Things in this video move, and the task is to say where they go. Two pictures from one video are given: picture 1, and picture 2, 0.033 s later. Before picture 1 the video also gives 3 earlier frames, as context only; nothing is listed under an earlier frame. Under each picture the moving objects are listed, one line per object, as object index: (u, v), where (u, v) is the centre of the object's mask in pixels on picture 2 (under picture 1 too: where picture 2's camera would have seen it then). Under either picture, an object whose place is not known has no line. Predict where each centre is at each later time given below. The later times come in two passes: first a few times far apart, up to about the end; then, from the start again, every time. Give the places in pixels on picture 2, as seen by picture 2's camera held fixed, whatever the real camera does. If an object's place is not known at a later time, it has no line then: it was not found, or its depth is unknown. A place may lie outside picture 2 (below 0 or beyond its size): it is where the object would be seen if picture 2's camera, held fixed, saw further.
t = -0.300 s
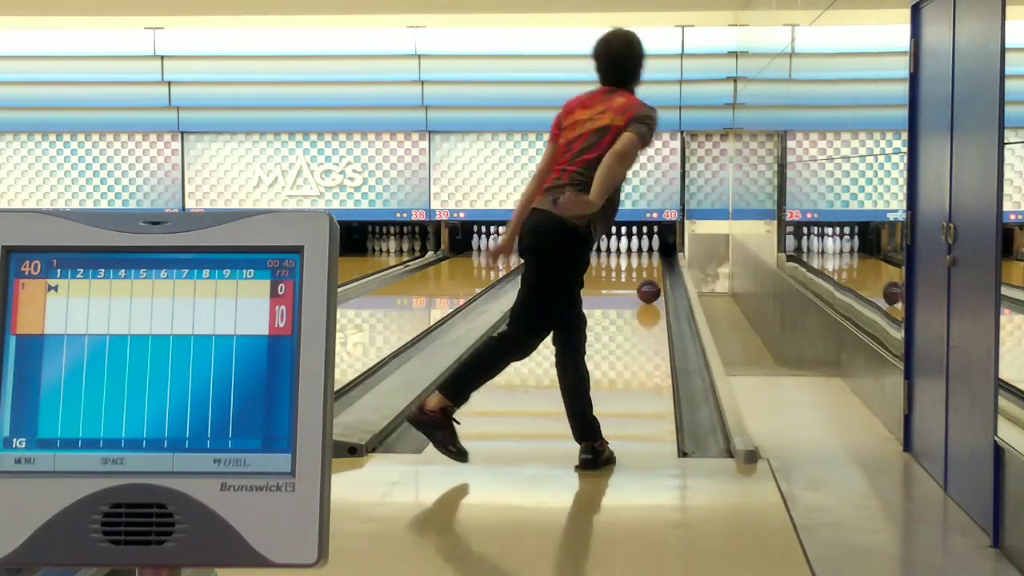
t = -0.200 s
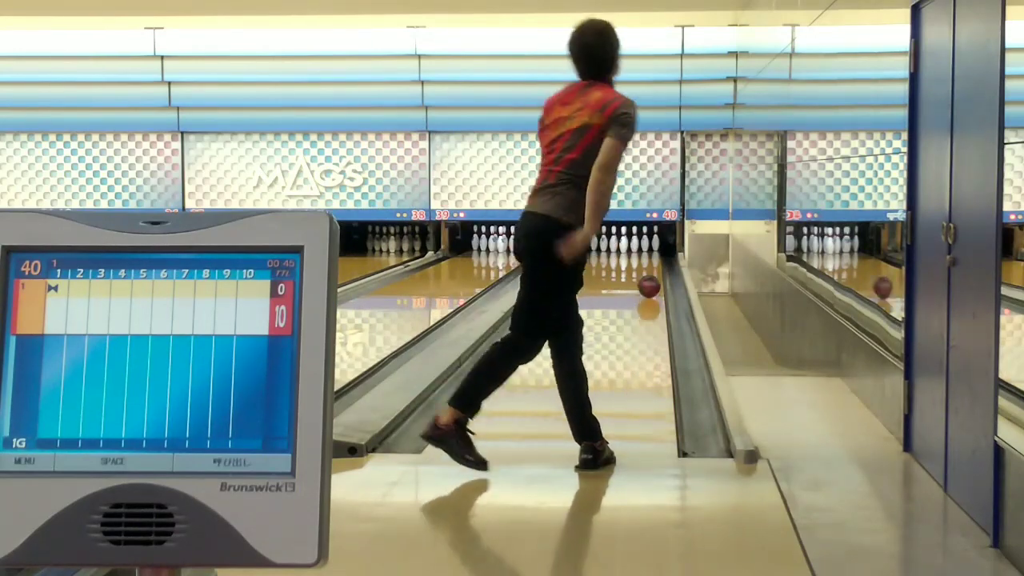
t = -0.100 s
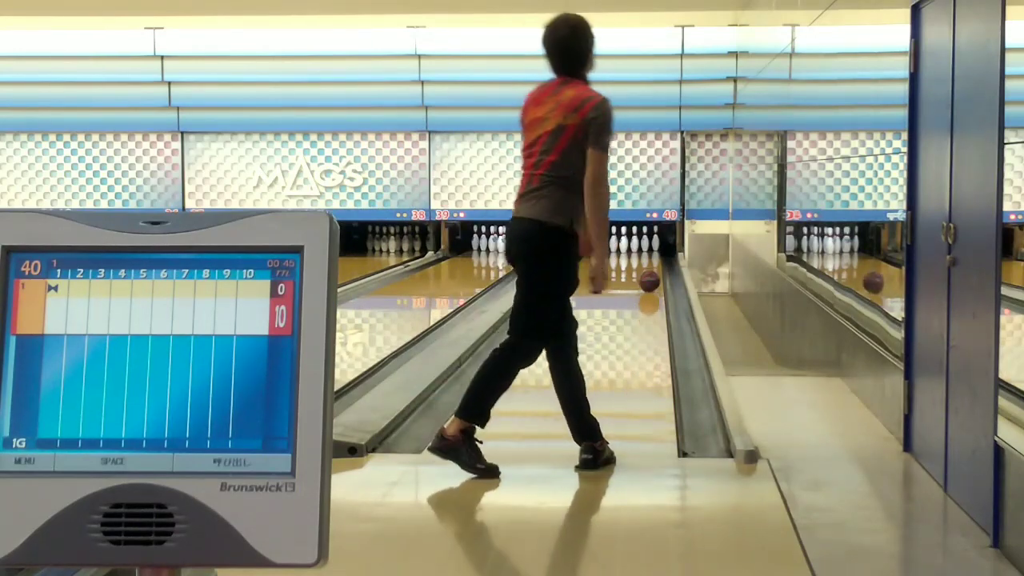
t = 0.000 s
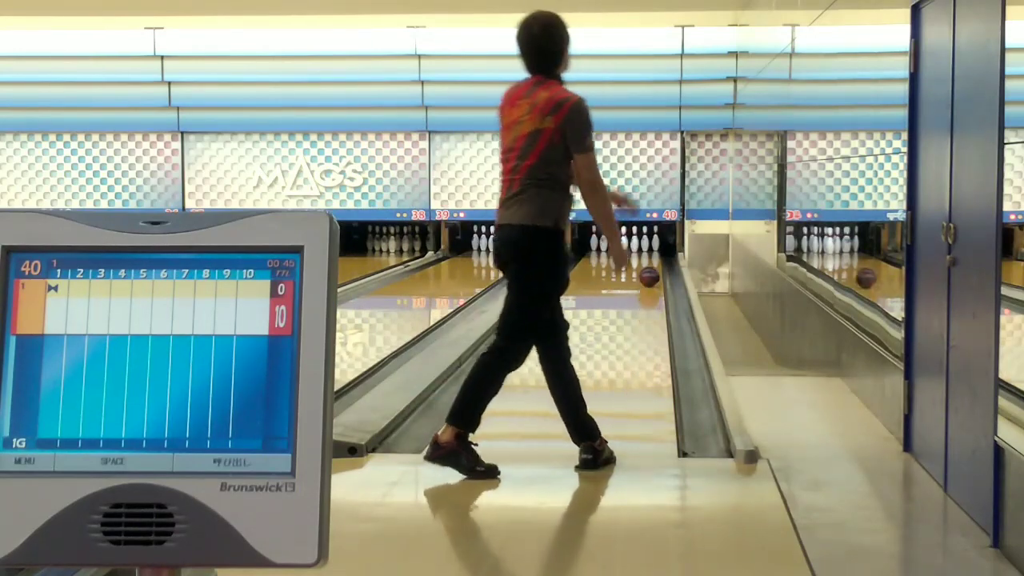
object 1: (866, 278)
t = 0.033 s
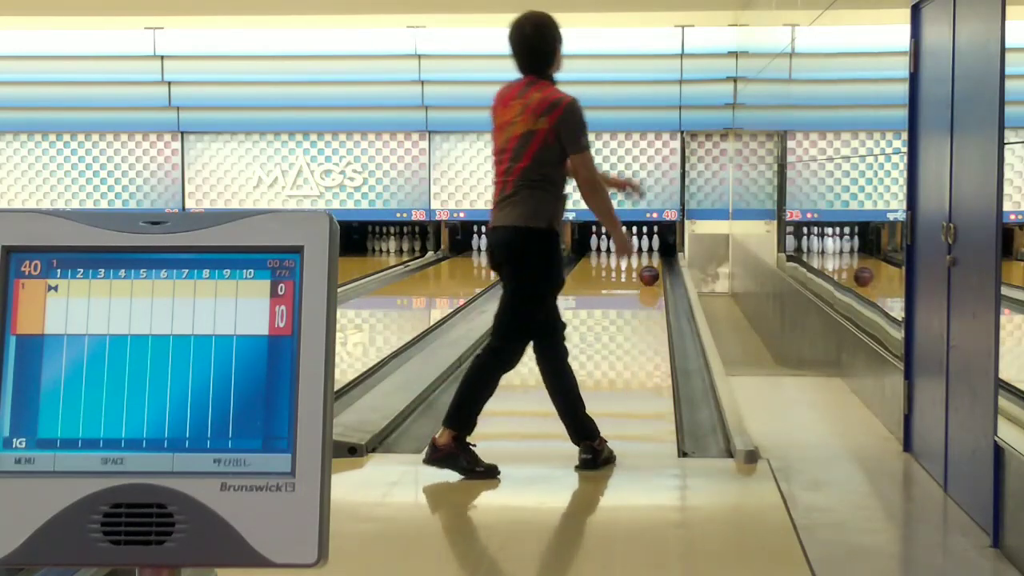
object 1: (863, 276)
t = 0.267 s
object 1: (848, 268)
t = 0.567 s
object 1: (835, 259)
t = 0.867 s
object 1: (830, 252)
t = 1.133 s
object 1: (829, 248)
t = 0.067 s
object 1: (861, 275)
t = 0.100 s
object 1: (858, 274)
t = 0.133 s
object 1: (856, 273)
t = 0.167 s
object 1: (853, 271)
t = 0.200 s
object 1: (851, 270)
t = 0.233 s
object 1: (850, 269)
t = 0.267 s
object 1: (848, 268)
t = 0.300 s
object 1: (847, 267)
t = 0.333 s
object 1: (844, 266)
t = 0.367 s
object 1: (843, 265)
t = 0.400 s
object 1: (841, 264)
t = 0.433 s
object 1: (840, 263)
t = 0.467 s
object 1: (838, 261)
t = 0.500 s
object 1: (837, 261)
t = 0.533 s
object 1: (836, 260)
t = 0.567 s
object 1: (835, 259)
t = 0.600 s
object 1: (834, 258)
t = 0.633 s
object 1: (833, 257)
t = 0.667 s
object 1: (832, 256)
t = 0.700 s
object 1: (832, 256)
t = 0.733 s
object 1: (831, 255)
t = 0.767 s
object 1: (831, 254)
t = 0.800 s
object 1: (831, 254)
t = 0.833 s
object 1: (830, 253)
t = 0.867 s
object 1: (830, 252)
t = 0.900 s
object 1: (830, 252)
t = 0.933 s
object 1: (829, 251)
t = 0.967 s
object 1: (830, 251)
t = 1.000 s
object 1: (829, 250)
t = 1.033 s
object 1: (829, 249)
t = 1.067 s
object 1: (829, 249)
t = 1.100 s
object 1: (829, 248)
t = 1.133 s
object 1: (829, 248)
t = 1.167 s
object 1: (829, 247)
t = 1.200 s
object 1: (829, 247)
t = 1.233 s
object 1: (829, 246)
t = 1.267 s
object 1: (829, 245)
